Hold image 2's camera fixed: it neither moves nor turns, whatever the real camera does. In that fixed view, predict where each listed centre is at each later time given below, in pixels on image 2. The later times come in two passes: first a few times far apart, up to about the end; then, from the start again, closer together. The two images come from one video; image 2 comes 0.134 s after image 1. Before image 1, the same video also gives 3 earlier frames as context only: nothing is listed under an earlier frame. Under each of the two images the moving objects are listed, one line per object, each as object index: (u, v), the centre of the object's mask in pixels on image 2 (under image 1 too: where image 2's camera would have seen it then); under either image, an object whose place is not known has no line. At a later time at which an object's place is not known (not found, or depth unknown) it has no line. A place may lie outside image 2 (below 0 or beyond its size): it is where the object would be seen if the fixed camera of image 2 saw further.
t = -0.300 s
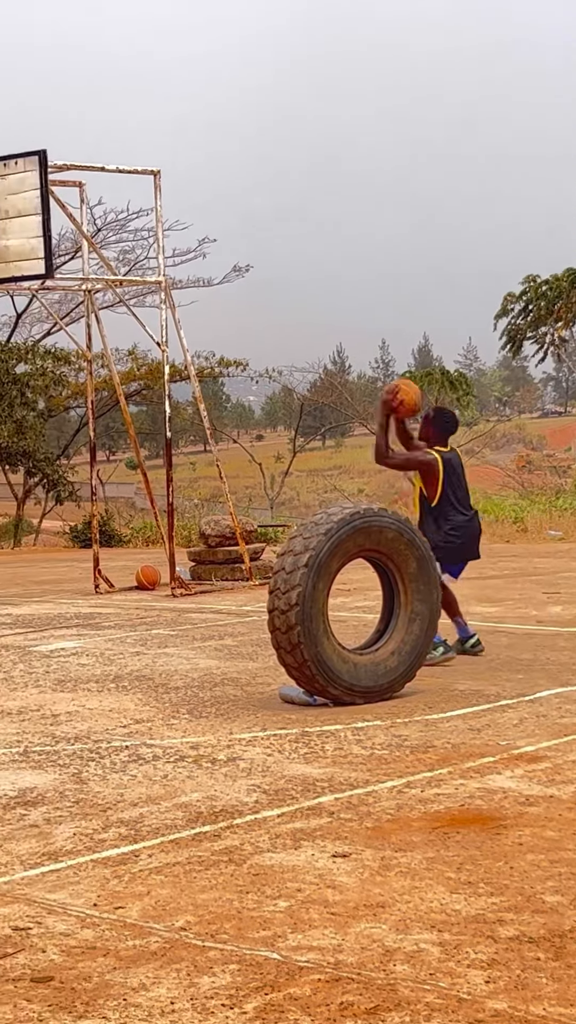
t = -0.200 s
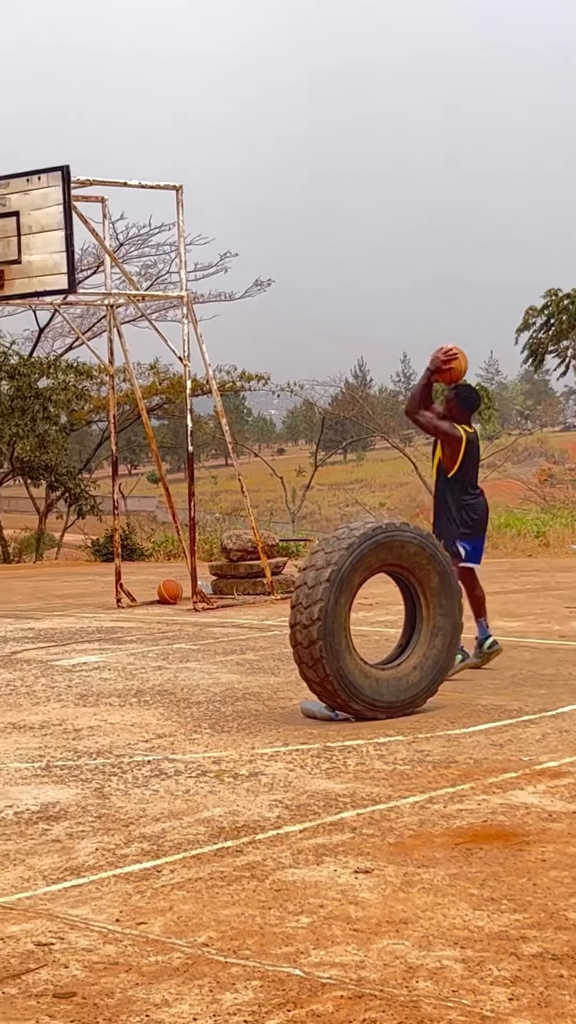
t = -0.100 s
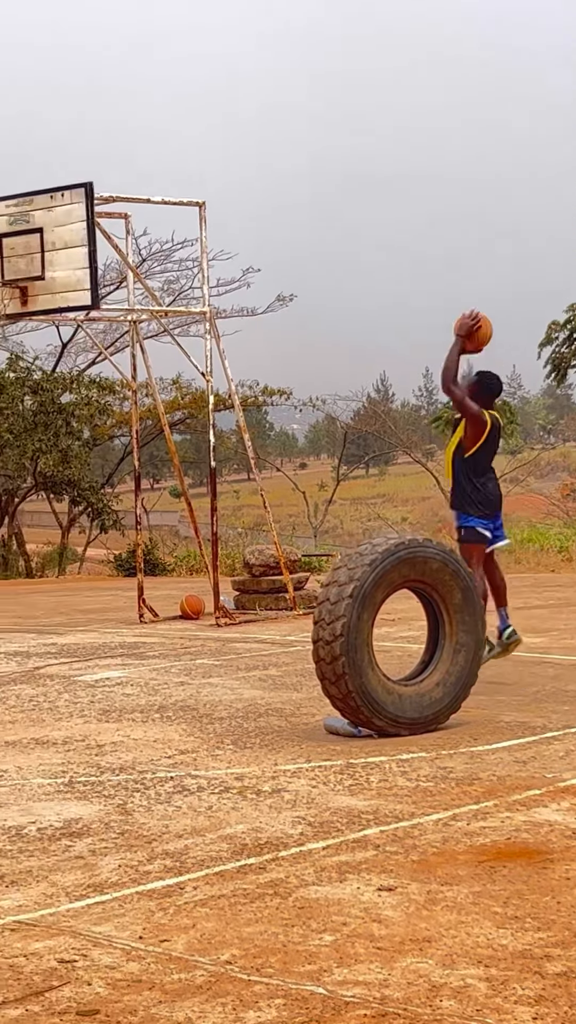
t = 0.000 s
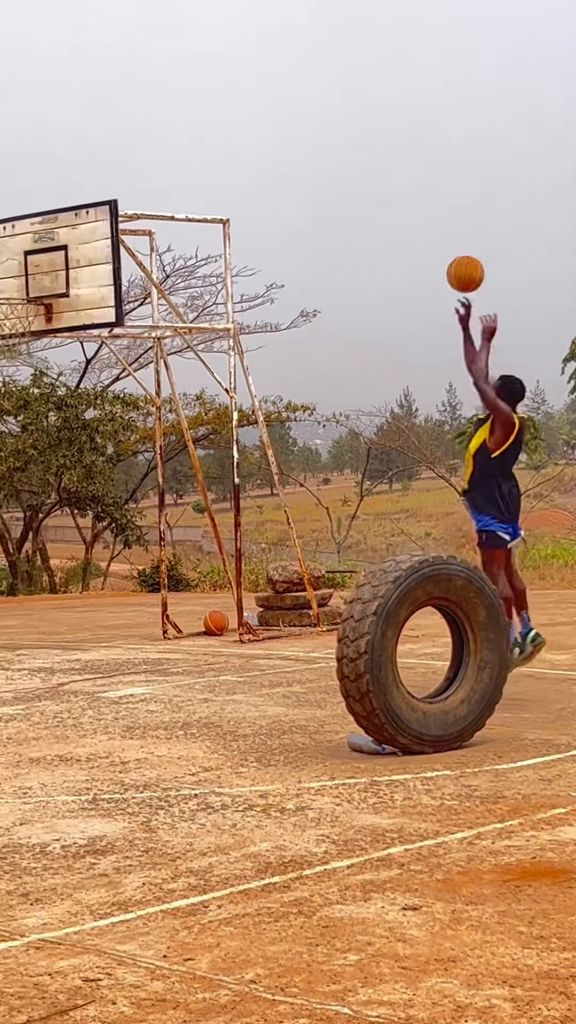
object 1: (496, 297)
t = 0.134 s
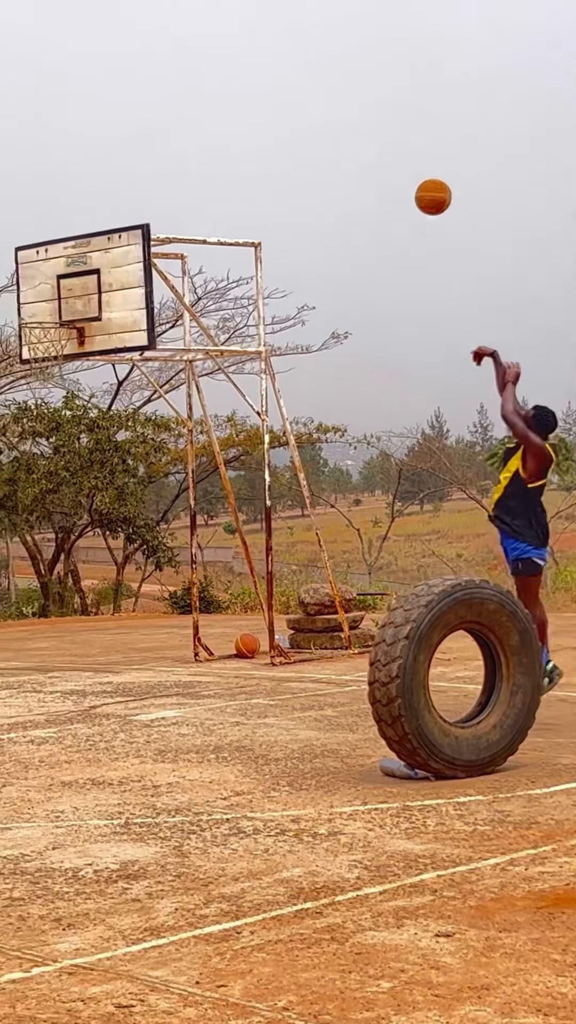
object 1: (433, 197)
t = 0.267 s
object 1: (374, 130)
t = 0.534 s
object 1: (268, 77)
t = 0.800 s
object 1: (173, 120)
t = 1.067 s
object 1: (89, 243)
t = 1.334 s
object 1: (28, 361)
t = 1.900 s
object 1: (-47, 635)
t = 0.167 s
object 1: (418, 177)
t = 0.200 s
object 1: (403, 160)
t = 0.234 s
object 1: (389, 144)
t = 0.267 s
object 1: (374, 130)
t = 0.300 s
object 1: (360, 118)
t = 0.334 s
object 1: (346, 107)
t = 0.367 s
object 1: (333, 99)
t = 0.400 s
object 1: (319, 91)
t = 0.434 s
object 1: (306, 85)
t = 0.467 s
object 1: (293, 81)
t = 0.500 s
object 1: (280, 78)
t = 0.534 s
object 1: (268, 77)
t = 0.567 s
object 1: (255, 77)
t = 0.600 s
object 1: (243, 79)
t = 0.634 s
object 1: (231, 82)
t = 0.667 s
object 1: (219, 87)
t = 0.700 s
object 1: (208, 93)
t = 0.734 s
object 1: (196, 101)
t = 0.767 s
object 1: (185, 110)
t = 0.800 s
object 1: (173, 120)
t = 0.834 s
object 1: (163, 132)
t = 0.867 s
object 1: (152, 145)
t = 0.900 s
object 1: (141, 158)
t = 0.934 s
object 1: (130, 173)
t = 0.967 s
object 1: (119, 189)
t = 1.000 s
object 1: (109, 206)
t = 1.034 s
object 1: (99, 224)
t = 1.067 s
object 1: (89, 243)
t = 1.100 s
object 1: (80, 263)
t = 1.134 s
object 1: (70, 285)
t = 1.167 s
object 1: (61, 306)
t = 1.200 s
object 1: (51, 330)
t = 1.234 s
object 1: (43, 346)
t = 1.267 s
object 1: (37, 353)
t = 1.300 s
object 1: (33, 357)
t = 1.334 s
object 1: (28, 361)
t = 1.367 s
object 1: (23, 367)
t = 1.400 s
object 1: (19, 374)
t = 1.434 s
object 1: (14, 383)
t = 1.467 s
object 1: (10, 394)
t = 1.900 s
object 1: (-47, 635)
